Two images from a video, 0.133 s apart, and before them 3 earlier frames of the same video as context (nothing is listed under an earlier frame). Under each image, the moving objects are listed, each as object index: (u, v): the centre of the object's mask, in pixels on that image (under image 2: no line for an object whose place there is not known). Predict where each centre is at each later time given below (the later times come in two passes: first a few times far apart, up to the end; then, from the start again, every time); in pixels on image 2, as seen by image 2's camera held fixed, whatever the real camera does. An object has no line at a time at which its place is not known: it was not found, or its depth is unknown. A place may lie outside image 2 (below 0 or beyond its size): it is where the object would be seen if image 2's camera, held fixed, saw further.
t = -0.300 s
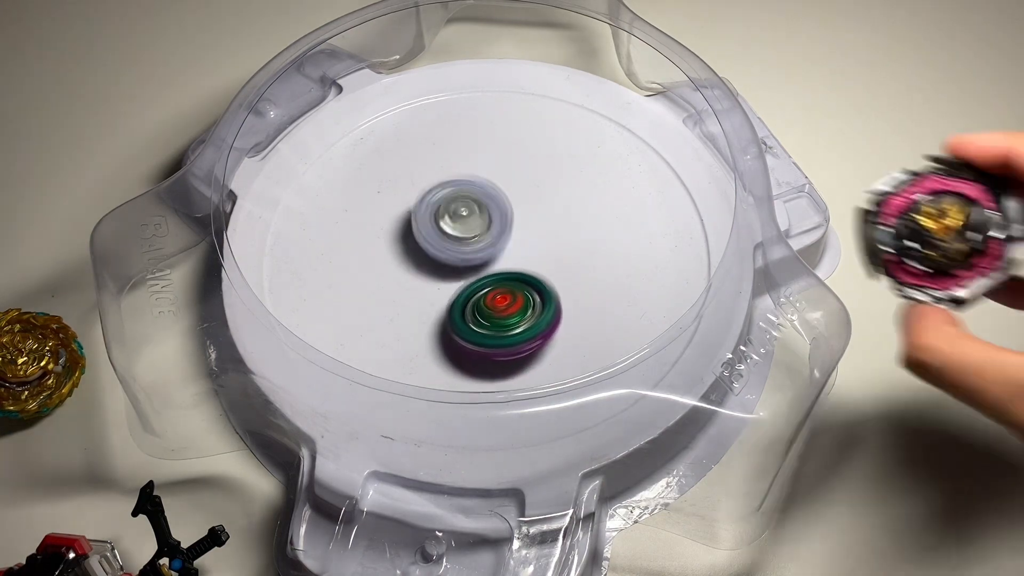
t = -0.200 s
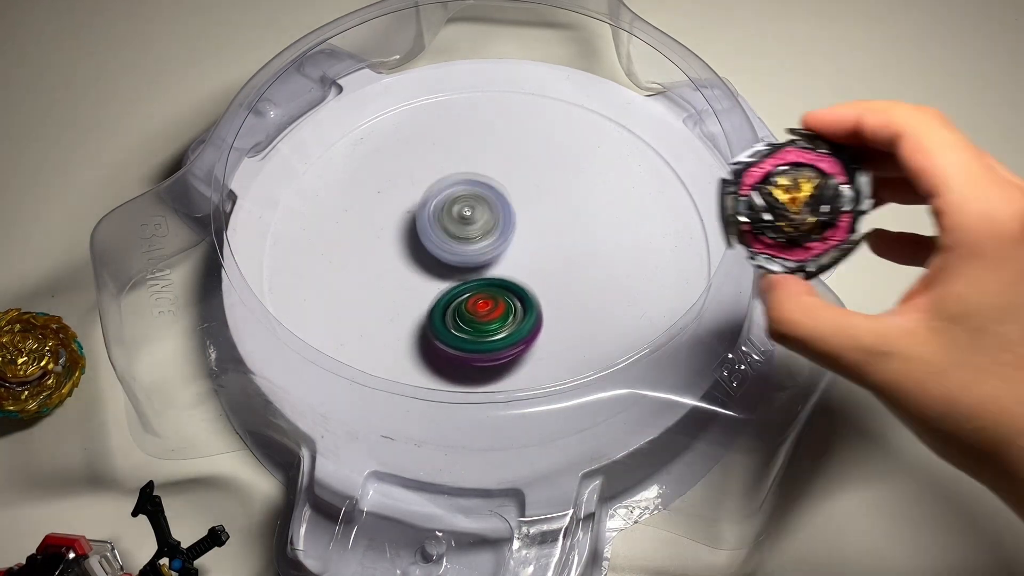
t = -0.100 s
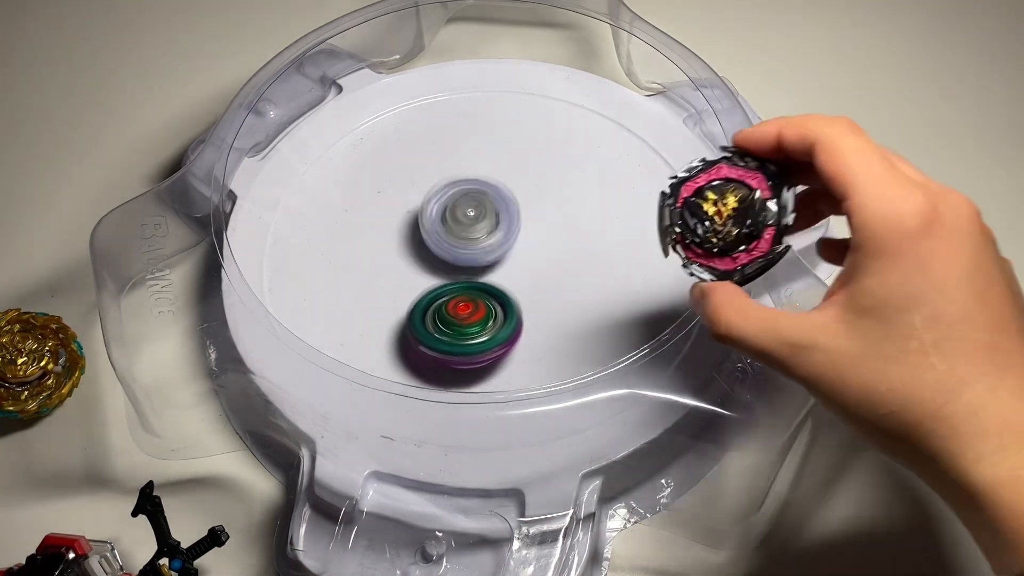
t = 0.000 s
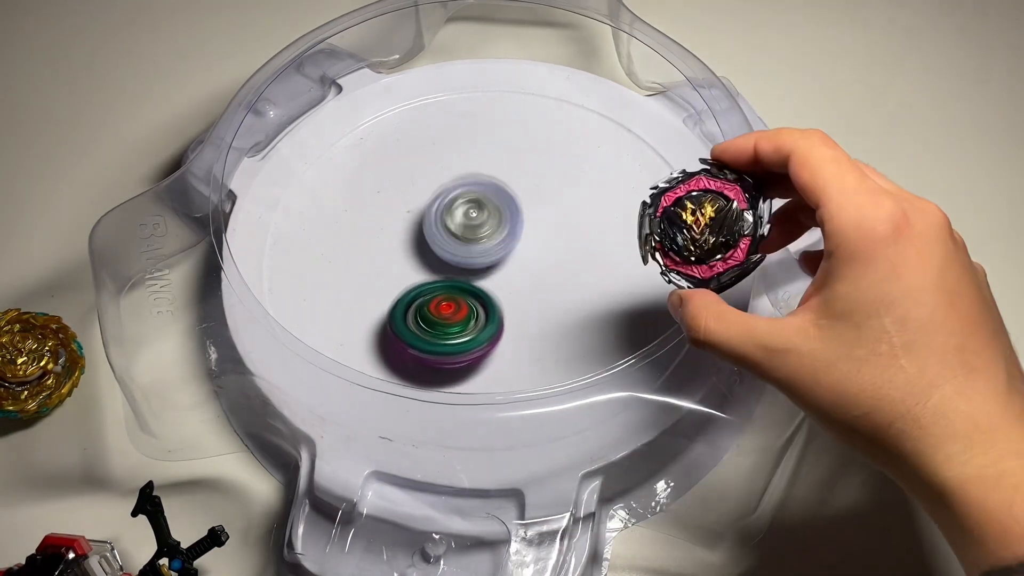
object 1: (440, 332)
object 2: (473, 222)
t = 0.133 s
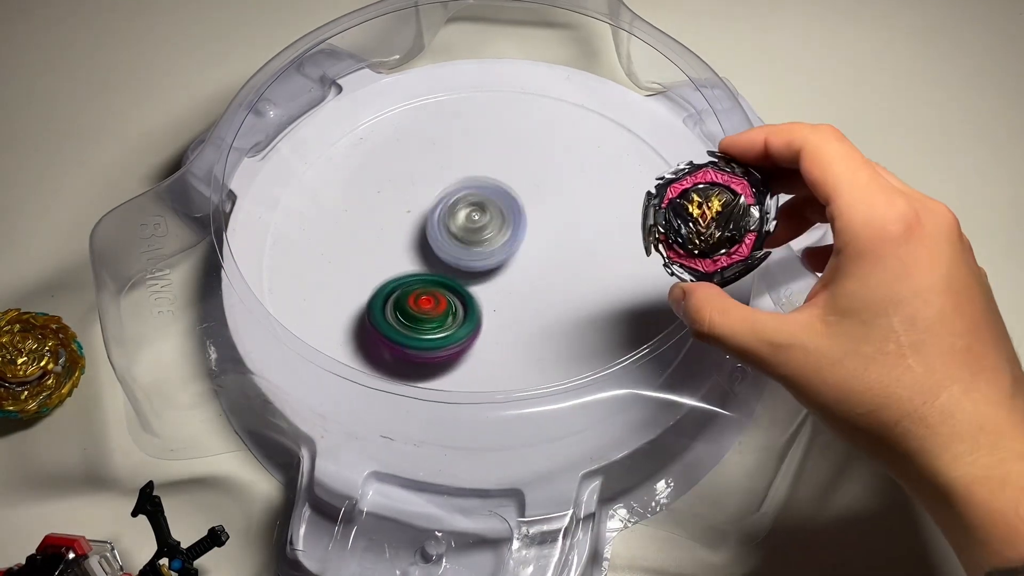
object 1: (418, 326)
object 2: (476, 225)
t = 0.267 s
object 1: (403, 314)
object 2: (478, 229)
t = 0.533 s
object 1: (390, 286)
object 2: (498, 236)
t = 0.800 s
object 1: (392, 250)
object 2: (510, 252)
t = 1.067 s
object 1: (414, 214)
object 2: (512, 268)
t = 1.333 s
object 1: (454, 191)
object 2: (492, 271)
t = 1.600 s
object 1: (504, 180)
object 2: (479, 264)
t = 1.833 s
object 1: (541, 190)
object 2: (472, 254)
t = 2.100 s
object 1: (562, 228)
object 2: (459, 241)
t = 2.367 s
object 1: (556, 274)
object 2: (458, 227)
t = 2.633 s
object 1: (518, 313)
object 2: (468, 216)
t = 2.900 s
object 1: (463, 334)
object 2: (479, 216)
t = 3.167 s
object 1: (415, 324)
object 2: (485, 226)
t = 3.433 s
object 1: (367, 305)
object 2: (522, 228)
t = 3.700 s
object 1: (391, 268)
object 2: (507, 247)
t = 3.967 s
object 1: (374, 222)
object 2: (600, 260)
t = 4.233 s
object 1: (435, 210)
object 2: (570, 260)
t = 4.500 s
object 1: (452, 169)
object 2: (578, 307)
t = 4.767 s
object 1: (479, 193)
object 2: (538, 298)
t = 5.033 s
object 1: (497, 154)
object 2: (476, 368)
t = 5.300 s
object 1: (479, 173)
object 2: (471, 338)
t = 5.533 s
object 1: (453, 197)
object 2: (482, 275)
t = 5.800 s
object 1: (419, 217)
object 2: (488, 278)
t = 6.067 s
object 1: (391, 216)
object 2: (514, 291)
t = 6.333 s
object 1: (394, 220)
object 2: (510, 287)
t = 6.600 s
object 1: (417, 233)
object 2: (505, 281)
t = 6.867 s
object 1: (422, 227)
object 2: (532, 301)
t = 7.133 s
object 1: (433, 241)
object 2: (521, 287)
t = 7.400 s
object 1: (431, 228)
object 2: (528, 302)
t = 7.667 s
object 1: (433, 200)
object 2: (533, 327)
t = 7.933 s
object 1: (445, 189)
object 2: (523, 319)
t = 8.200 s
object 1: (453, 211)
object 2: (515, 287)
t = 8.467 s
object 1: (433, 226)
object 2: (529, 271)
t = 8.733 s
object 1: (415, 237)
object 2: (521, 264)
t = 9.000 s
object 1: (417, 233)
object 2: (521, 265)
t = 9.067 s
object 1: (419, 230)
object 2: (522, 266)
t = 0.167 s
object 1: (413, 323)
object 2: (475, 226)
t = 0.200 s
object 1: (409, 321)
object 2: (476, 226)
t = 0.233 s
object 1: (406, 317)
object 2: (477, 229)
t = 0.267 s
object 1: (403, 314)
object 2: (478, 229)
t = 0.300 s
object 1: (401, 311)
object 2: (478, 231)
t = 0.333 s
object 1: (397, 308)
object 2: (480, 230)
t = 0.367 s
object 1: (391, 306)
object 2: (486, 229)
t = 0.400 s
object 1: (390, 303)
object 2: (490, 229)
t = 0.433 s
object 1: (390, 299)
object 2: (493, 231)
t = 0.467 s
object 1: (391, 295)
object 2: (491, 232)
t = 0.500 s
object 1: (391, 290)
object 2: (495, 234)
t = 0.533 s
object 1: (390, 286)
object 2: (498, 236)
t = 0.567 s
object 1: (390, 282)
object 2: (502, 237)
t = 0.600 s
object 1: (390, 277)
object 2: (501, 241)
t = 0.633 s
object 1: (390, 273)
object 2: (502, 242)
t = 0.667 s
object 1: (389, 268)
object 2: (506, 245)
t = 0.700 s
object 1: (389, 264)
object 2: (507, 247)
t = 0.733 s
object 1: (390, 259)
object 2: (508, 248)
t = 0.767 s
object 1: (393, 255)
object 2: (507, 251)
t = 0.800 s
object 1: (392, 250)
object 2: (510, 252)
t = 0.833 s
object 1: (394, 245)
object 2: (511, 255)
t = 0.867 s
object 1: (397, 241)
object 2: (510, 256)
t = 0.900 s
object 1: (400, 237)
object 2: (511, 258)
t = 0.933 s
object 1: (403, 233)
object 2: (508, 260)
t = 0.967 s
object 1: (406, 228)
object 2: (508, 261)
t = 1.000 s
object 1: (408, 222)
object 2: (512, 265)
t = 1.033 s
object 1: (410, 218)
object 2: (511, 267)
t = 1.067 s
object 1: (414, 214)
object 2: (512, 268)
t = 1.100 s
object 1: (418, 210)
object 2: (510, 270)
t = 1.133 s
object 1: (423, 207)
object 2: (506, 270)
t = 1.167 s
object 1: (427, 203)
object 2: (505, 270)
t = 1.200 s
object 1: (432, 201)
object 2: (503, 272)
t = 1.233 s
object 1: (437, 198)
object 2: (500, 271)
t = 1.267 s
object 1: (443, 196)
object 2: (498, 271)
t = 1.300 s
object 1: (449, 194)
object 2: (495, 272)
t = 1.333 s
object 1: (454, 191)
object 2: (492, 271)
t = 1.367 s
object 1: (460, 189)
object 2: (491, 271)
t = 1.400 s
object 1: (467, 187)
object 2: (488, 271)
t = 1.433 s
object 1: (473, 185)
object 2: (486, 270)
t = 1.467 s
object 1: (480, 184)
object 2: (486, 270)
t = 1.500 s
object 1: (486, 182)
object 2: (483, 268)
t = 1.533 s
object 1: (491, 181)
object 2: (481, 266)
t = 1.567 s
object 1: (498, 180)
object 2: (482, 266)
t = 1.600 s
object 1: (504, 180)
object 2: (479, 264)
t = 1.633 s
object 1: (510, 180)
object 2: (478, 263)
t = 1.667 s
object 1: (515, 181)
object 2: (479, 262)
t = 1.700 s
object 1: (521, 182)
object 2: (476, 261)
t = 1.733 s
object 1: (526, 183)
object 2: (474, 259)
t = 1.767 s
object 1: (532, 185)
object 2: (474, 258)
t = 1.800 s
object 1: (536, 187)
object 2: (472, 256)
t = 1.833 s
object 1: (541, 190)
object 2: (472, 254)
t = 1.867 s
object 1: (545, 193)
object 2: (471, 253)
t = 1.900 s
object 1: (549, 197)
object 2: (469, 252)
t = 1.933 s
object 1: (552, 202)
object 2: (466, 250)
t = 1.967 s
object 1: (555, 206)
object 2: (465, 247)
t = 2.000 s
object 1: (558, 211)
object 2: (464, 247)
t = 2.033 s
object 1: (560, 216)
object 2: (461, 246)
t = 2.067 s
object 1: (561, 222)
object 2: (460, 243)
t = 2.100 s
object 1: (562, 228)
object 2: (459, 241)
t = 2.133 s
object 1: (563, 234)
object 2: (458, 240)
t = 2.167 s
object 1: (563, 240)
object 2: (456, 238)
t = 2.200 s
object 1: (562, 246)
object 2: (456, 235)
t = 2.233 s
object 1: (562, 251)
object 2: (457, 233)
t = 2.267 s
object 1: (560, 257)
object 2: (457, 232)
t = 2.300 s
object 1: (560, 263)
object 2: (456, 230)
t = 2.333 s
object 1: (558, 269)
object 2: (456, 228)
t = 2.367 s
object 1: (556, 274)
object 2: (458, 227)
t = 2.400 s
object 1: (553, 279)
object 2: (460, 226)
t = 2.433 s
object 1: (550, 284)
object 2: (460, 225)
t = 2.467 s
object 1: (546, 289)
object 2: (462, 224)
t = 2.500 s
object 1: (541, 294)
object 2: (464, 223)
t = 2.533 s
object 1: (536, 298)
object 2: (467, 223)
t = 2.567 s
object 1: (529, 302)
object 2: (468, 223)
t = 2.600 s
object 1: (524, 308)
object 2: (467, 219)
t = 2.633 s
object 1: (518, 313)
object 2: (468, 216)
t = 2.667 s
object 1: (512, 317)
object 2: (469, 215)
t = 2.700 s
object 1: (505, 320)
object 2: (471, 215)
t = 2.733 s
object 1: (499, 324)
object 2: (471, 214)
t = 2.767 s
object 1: (492, 326)
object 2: (473, 213)
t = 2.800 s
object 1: (485, 329)
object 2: (475, 213)
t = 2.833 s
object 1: (478, 331)
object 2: (477, 214)
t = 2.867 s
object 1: (471, 332)
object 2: (478, 215)
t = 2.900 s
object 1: (463, 334)
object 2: (479, 216)
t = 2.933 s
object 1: (456, 334)
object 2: (480, 215)
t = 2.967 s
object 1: (449, 334)
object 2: (481, 216)
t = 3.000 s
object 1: (443, 334)
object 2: (483, 218)
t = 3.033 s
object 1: (436, 333)
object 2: (483, 219)
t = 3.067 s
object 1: (431, 331)
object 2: (483, 221)
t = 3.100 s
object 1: (425, 329)
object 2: (483, 222)
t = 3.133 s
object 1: (419, 327)
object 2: (484, 223)
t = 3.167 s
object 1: (415, 324)
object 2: (485, 226)
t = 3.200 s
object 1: (411, 320)
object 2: (485, 229)
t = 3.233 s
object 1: (408, 317)
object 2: (484, 232)
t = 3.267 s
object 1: (405, 312)
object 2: (484, 234)
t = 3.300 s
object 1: (395, 311)
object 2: (489, 233)
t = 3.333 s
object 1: (381, 313)
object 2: (503, 228)
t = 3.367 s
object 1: (373, 311)
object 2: (513, 226)
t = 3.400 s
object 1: (369, 309)
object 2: (520, 226)
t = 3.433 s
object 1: (367, 305)
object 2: (522, 228)
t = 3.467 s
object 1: (366, 301)
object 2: (522, 230)
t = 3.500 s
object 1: (367, 297)
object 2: (520, 232)
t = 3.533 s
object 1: (370, 293)
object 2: (518, 235)
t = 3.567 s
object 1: (373, 288)
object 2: (516, 237)
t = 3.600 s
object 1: (376, 283)
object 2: (514, 239)
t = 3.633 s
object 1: (381, 278)
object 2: (512, 242)
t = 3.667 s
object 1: (385, 273)
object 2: (510, 244)
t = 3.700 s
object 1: (391, 268)
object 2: (507, 247)
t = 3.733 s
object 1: (384, 260)
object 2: (519, 250)
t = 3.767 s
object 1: (367, 252)
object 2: (545, 253)
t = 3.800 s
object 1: (358, 245)
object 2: (567, 255)
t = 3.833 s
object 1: (354, 237)
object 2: (584, 256)
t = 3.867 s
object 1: (357, 231)
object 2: (595, 257)
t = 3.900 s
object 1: (361, 227)
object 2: (601, 259)
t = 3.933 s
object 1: (367, 225)
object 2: (602, 259)
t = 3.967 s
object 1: (374, 222)
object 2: (600, 260)
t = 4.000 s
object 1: (381, 220)
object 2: (598, 260)
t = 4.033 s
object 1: (387, 217)
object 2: (595, 260)
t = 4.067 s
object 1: (395, 216)
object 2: (591, 260)
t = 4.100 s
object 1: (402, 214)
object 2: (588, 261)
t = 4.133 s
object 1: (411, 212)
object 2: (584, 261)
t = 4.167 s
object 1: (418, 211)
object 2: (580, 261)
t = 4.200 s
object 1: (427, 211)
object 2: (575, 260)
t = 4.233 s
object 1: (435, 210)
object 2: (570, 260)
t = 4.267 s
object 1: (444, 210)
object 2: (564, 259)
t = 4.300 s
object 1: (451, 210)
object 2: (558, 258)
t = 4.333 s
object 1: (461, 210)
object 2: (552, 256)
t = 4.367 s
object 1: (463, 203)
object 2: (555, 262)
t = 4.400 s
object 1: (456, 188)
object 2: (566, 276)
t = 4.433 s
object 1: (452, 178)
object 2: (573, 289)
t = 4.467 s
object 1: (451, 171)
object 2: (577, 299)
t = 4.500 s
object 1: (452, 169)
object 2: (578, 307)
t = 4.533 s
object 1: (455, 170)
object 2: (575, 311)
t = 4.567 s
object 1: (459, 173)
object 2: (571, 313)
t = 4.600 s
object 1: (462, 175)
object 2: (566, 313)
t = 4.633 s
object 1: (466, 178)
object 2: (561, 312)
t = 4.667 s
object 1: (469, 182)
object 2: (555, 309)
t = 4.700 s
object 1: (473, 185)
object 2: (549, 305)
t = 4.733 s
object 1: (477, 189)
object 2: (544, 302)
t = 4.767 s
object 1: (479, 193)
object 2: (538, 298)
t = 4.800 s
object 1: (482, 197)
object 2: (532, 294)
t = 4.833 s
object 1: (485, 201)
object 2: (527, 290)
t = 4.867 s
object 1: (486, 204)
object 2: (521, 286)
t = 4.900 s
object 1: (489, 202)
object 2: (514, 291)
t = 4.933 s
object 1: (492, 184)
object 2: (504, 317)
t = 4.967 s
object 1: (495, 169)
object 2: (496, 339)
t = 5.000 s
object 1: (497, 159)
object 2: (487, 354)
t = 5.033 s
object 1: (497, 154)
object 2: (476, 368)
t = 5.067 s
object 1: (497, 153)
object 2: (469, 375)
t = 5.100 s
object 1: (495, 154)
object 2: (466, 377)
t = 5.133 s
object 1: (493, 157)
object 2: (467, 375)
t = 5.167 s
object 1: (491, 159)
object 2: (466, 371)
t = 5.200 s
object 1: (488, 163)
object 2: (467, 363)
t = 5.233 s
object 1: (485, 166)
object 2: (470, 357)
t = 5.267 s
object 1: (483, 169)
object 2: (469, 347)
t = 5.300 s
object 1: (479, 173)
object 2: (471, 338)
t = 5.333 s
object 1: (477, 176)
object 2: (476, 328)
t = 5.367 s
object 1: (473, 181)
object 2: (477, 316)
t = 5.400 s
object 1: (469, 185)
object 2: (478, 306)
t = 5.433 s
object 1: (466, 188)
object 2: (480, 297)
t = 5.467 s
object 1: (462, 193)
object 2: (481, 288)
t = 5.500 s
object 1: (458, 195)
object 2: (481, 282)
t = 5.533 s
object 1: (453, 197)
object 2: (482, 275)
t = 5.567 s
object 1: (449, 196)
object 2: (481, 278)
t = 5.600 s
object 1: (444, 197)
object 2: (480, 281)
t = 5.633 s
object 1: (441, 201)
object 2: (482, 282)
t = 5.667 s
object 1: (436, 203)
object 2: (481, 281)
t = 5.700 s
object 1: (432, 207)
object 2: (483, 281)
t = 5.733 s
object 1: (427, 211)
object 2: (485, 279)
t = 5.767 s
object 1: (423, 213)
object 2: (485, 279)
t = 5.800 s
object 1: (419, 217)
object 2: (488, 278)
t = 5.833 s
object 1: (413, 215)
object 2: (493, 284)
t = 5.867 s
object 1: (408, 213)
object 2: (500, 292)
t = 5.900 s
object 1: (405, 213)
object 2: (506, 293)
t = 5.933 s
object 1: (401, 213)
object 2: (509, 294)
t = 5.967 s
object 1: (398, 214)
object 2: (512, 293)
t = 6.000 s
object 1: (395, 214)
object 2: (512, 292)
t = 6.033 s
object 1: (393, 215)
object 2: (514, 293)
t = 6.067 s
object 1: (391, 216)
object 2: (514, 291)
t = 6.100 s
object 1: (390, 216)
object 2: (514, 290)
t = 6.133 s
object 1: (389, 216)
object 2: (514, 289)
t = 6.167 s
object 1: (389, 217)
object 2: (513, 290)
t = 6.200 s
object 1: (389, 218)
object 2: (514, 288)
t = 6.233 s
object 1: (390, 218)
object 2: (512, 288)
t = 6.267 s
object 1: (391, 219)
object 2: (512, 287)
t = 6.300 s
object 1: (392, 219)
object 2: (509, 286)
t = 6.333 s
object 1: (394, 220)
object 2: (510, 287)
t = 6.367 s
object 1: (397, 221)
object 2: (509, 285)
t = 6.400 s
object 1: (399, 222)
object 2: (508, 285)
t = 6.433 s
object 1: (402, 224)
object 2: (507, 283)
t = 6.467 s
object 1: (405, 225)
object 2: (505, 283)
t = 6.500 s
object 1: (409, 227)
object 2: (507, 282)
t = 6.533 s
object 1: (412, 229)
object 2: (505, 281)
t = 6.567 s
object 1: (415, 232)
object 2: (506, 280)
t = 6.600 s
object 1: (417, 233)
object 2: (505, 281)
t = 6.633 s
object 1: (418, 232)
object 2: (512, 285)
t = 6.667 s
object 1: (421, 233)
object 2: (513, 286)
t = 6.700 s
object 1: (423, 236)
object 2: (513, 285)
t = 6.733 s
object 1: (425, 238)
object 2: (513, 285)
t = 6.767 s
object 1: (421, 232)
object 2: (525, 293)
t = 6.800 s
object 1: (420, 227)
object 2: (530, 298)
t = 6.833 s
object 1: (421, 226)
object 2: (533, 301)
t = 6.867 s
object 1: (422, 227)
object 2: (532, 301)
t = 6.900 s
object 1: (424, 229)
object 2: (533, 300)
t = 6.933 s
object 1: (425, 230)
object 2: (530, 298)
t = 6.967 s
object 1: (426, 232)
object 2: (530, 295)
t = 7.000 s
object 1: (428, 233)
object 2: (526, 294)
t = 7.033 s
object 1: (430, 235)
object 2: (527, 292)
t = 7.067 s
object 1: (432, 236)
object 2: (523, 290)
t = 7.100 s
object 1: (432, 238)
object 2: (523, 288)
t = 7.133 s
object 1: (433, 241)
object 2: (521, 287)
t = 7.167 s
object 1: (430, 235)
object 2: (527, 294)
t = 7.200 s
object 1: (426, 228)
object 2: (534, 303)
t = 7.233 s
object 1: (427, 225)
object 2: (534, 308)
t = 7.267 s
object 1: (427, 224)
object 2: (535, 308)
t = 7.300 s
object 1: (428, 225)
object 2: (534, 308)
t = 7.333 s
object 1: (429, 226)
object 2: (531, 305)
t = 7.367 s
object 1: (430, 227)
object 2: (532, 304)
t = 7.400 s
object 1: (431, 228)
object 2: (528, 302)
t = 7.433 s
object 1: (432, 229)
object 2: (525, 299)
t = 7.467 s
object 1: (433, 230)
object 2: (525, 297)
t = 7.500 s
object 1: (436, 232)
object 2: (522, 295)
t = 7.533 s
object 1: (437, 233)
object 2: (520, 292)
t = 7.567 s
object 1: (440, 235)
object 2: (520, 291)
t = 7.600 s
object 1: (438, 228)
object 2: (522, 299)
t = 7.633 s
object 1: (435, 212)
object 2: (527, 314)
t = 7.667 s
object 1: (433, 200)
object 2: (533, 327)
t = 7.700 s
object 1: (433, 192)
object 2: (536, 334)
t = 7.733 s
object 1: (435, 188)
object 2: (534, 338)
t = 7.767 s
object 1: (437, 187)
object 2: (532, 337)
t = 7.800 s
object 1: (439, 186)
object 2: (529, 333)
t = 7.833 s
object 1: (440, 187)
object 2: (530, 330)
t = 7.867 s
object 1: (442, 188)
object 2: (528, 327)
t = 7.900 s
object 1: (443, 188)
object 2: (525, 324)
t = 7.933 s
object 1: (445, 189)
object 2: (523, 319)
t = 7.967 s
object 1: (447, 190)
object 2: (519, 314)
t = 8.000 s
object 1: (448, 193)
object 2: (519, 310)
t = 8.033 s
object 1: (450, 195)
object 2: (517, 305)
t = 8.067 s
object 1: (451, 197)
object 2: (516, 302)
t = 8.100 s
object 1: (453, 201)
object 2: (514, 299)
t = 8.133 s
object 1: (453, 203)
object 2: (513, 294)
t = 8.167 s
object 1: (453, 207)
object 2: (514, 292)
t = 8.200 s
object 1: (453, 211)
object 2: (515, 287)
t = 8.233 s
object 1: (452, 214)
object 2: (516, 283)
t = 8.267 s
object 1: (449, 218)
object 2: (517, 278)
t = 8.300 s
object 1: (446, 220)
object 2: (519, 276)
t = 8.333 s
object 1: (442, 221)
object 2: (524, 276)
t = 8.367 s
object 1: (443, 217)
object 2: (527, 273)
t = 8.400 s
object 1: (441, 219)
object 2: (530, 272)
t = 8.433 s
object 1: (435, 224)
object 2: (530, 272)
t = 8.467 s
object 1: (433, 226)
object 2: (529, 271)
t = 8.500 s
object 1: (433, 226)
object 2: (528, 269)
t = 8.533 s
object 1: (431, 227)
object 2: (527, 268)
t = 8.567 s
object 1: (425, 231)
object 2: (528, 267)
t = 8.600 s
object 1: (426, 230)
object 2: (527, 266)
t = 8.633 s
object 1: (425, 230)
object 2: (527, 266)
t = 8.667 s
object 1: (423, 230)
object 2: (525, 265)
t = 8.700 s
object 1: (415, 237)
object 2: (523, 265)
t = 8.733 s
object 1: (415, 237)
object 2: (521, 264)
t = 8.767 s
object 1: (414, 237)
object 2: (520, 263)
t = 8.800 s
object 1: (413, 236)
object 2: (519, 261)
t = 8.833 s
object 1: (414, 237)
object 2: (519, 260)
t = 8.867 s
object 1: (413, 236)
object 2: (519, 260)
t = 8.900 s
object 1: (414, 235)
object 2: (519, 260)
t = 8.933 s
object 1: (413, 234)
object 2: (522, 263)
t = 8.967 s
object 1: (414, 232)
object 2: (524, 264)
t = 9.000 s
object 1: (417, 233)
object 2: (521, 265)
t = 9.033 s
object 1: (418, 233)
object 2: (520, 263)
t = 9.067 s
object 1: (419, 230)
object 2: (522, 266)
